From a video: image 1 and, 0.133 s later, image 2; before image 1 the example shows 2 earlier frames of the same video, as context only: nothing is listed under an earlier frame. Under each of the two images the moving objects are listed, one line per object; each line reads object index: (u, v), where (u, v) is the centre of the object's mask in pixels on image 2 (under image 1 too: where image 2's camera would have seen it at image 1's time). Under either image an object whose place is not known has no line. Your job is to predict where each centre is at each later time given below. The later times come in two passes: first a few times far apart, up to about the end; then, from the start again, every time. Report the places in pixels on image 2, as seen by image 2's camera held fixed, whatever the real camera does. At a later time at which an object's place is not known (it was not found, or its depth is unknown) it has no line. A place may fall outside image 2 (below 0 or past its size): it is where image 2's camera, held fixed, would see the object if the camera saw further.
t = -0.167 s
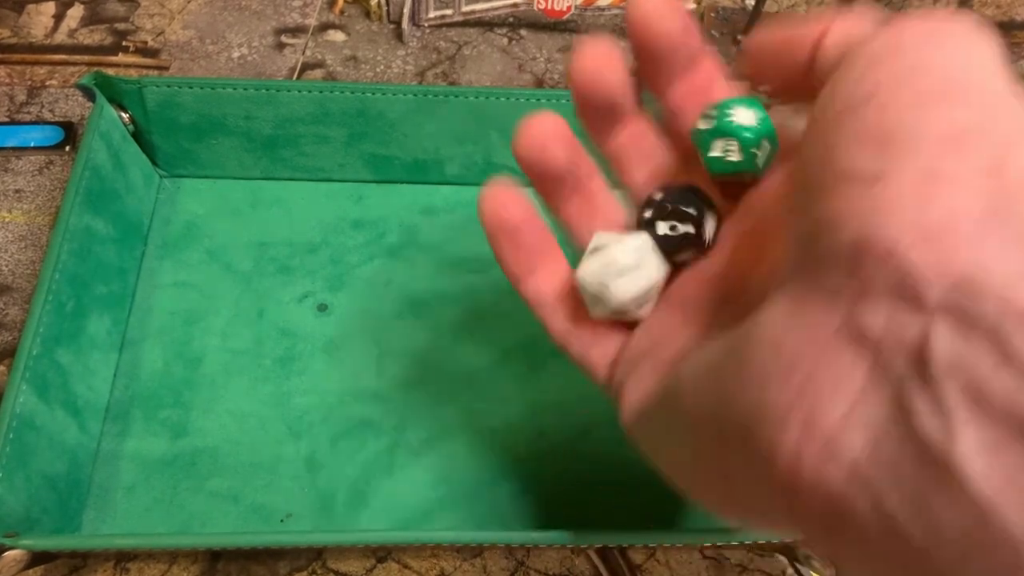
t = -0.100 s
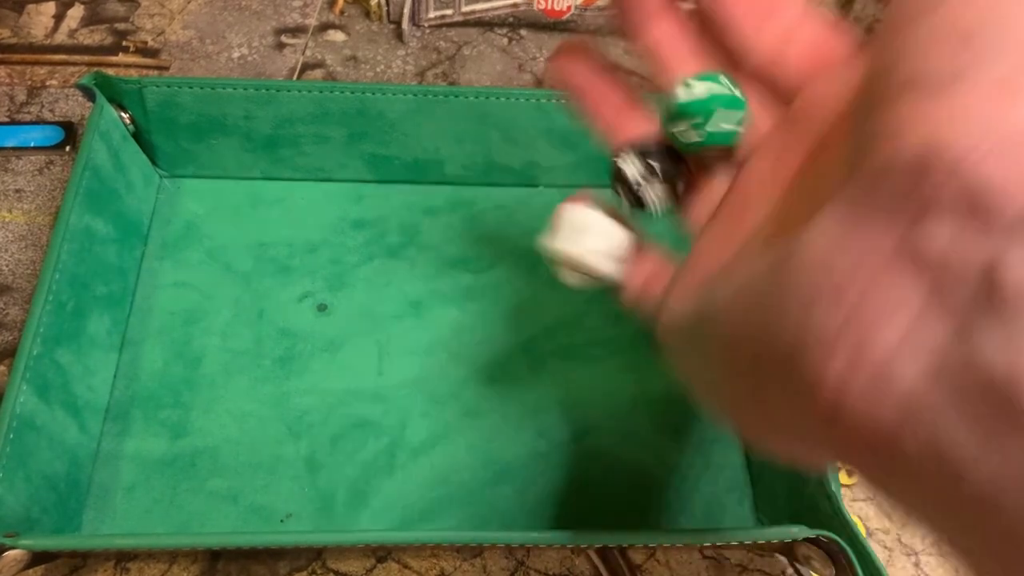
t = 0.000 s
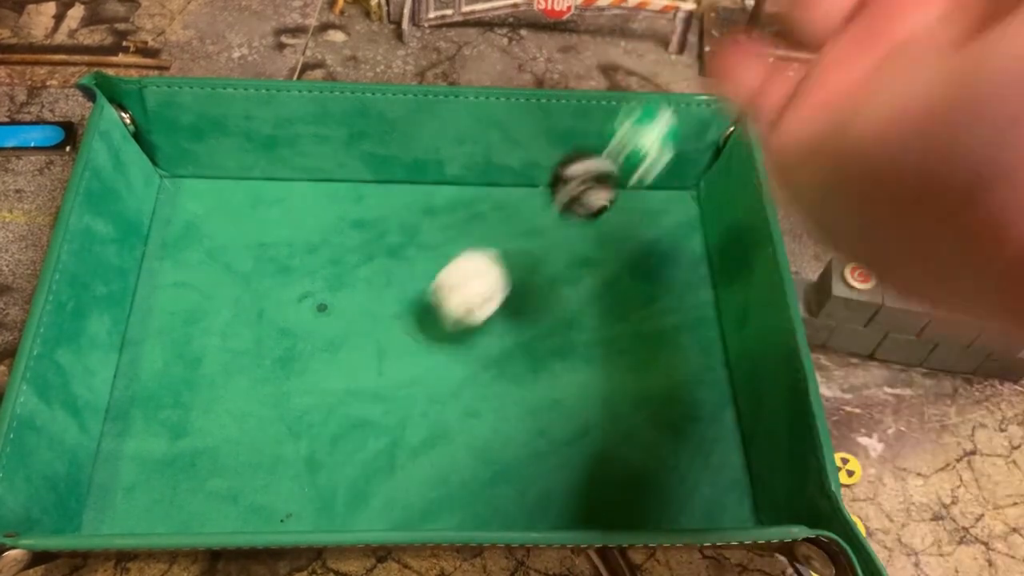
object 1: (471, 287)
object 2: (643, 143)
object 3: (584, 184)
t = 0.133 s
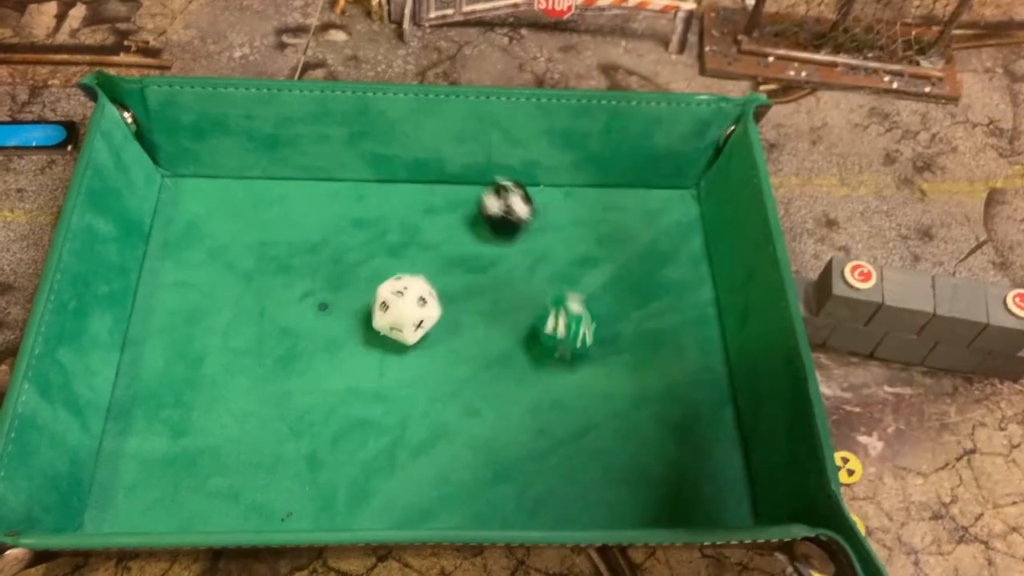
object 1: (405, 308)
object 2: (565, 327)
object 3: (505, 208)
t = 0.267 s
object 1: (405, 319)
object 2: (535, 370)
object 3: (442, 184)
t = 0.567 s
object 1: (408, 312)
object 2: (498, 348)
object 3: (376, 230)
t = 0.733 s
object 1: (408, 311)
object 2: (495, 347)
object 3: (355, 238)
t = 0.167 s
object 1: (403, 314)
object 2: (562, 347)
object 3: (489, 193)
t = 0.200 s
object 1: (408, 318)
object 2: (557, 356)
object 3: (471, 184)
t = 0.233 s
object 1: (409, 319)
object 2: (545, 368)
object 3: (455, 184)
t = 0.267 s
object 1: (405, 319)
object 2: (535, 370)
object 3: (442, 184)
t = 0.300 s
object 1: (408, 319)
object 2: (526, 371)
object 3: (429, 184)
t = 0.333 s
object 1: (407, 317)
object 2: (512, 367)
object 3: (417, 186)
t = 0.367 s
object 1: (408, 313)
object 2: (505, 361)
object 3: (405, 192)
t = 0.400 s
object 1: (408, 308)
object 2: (504, 356)
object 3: (399, 199)
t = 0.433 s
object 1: (407, 310)
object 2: (500, 350)
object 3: (396, 205)
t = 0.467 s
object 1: (409, 312)
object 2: (497, 340)
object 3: (393, 211)
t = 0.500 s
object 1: (407, 311)
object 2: (497, 336)
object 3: (389, 220)
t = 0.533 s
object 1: (407, 310)
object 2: (499, 339)
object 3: (383, 226)
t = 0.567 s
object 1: (408, 312)
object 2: (498, 348)
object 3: (376, 230)
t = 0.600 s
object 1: (408, 310)
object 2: (495, 350)
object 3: (372, 234)
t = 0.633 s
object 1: (408, 311)
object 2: (495, 347)
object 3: (365, 238)
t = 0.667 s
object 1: (408, 311)
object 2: (500, 343)
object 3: (355, 240)
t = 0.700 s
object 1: (408, 311)
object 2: (498, 346)
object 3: (352, 239)
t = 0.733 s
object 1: (408, 311)
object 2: (495, 347)
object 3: (355, 238)
